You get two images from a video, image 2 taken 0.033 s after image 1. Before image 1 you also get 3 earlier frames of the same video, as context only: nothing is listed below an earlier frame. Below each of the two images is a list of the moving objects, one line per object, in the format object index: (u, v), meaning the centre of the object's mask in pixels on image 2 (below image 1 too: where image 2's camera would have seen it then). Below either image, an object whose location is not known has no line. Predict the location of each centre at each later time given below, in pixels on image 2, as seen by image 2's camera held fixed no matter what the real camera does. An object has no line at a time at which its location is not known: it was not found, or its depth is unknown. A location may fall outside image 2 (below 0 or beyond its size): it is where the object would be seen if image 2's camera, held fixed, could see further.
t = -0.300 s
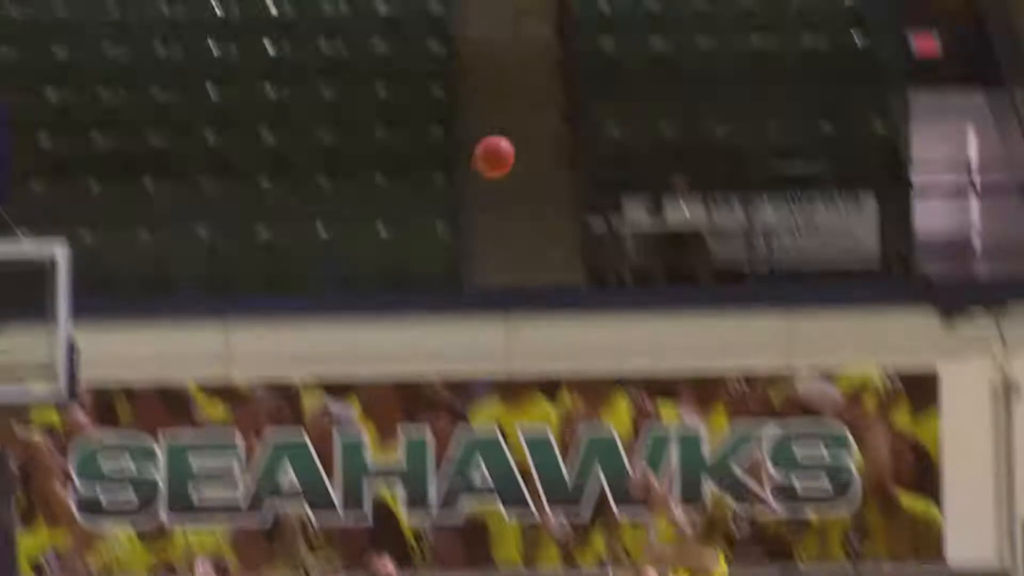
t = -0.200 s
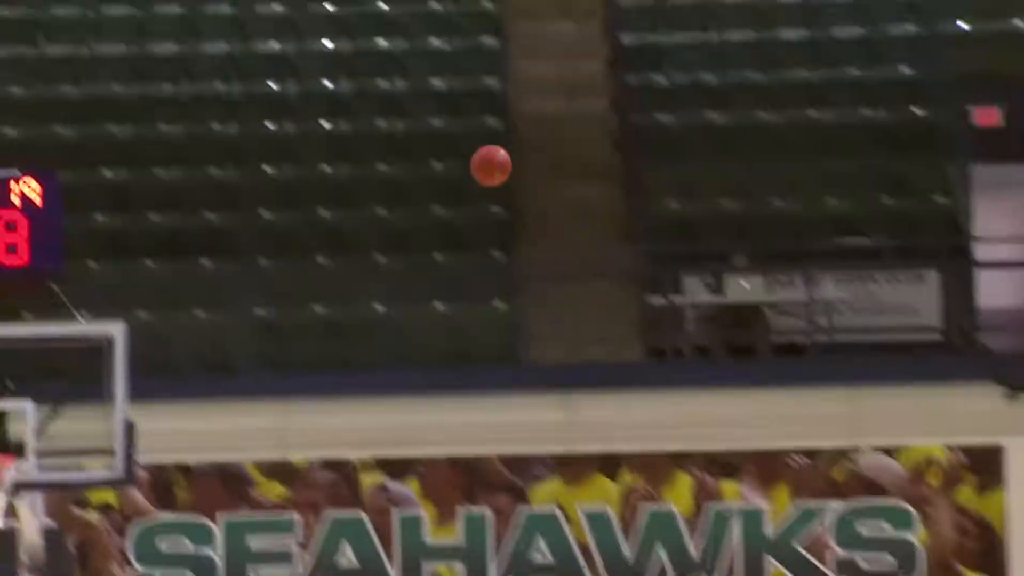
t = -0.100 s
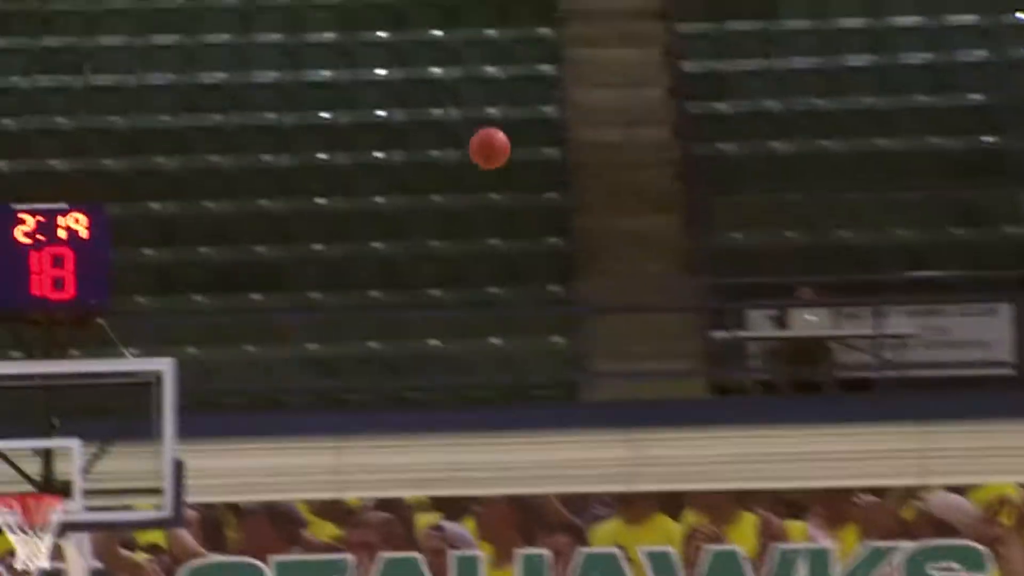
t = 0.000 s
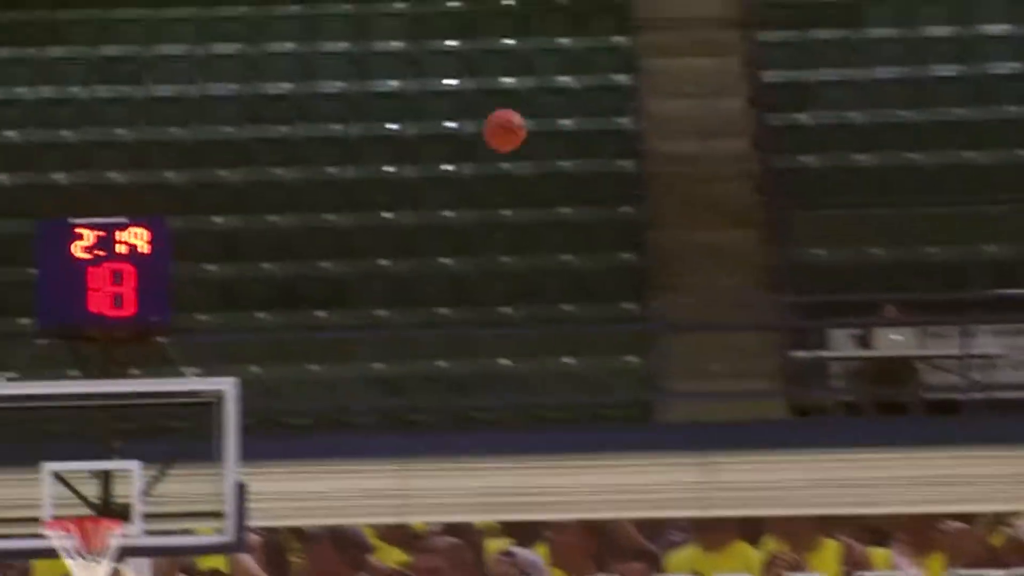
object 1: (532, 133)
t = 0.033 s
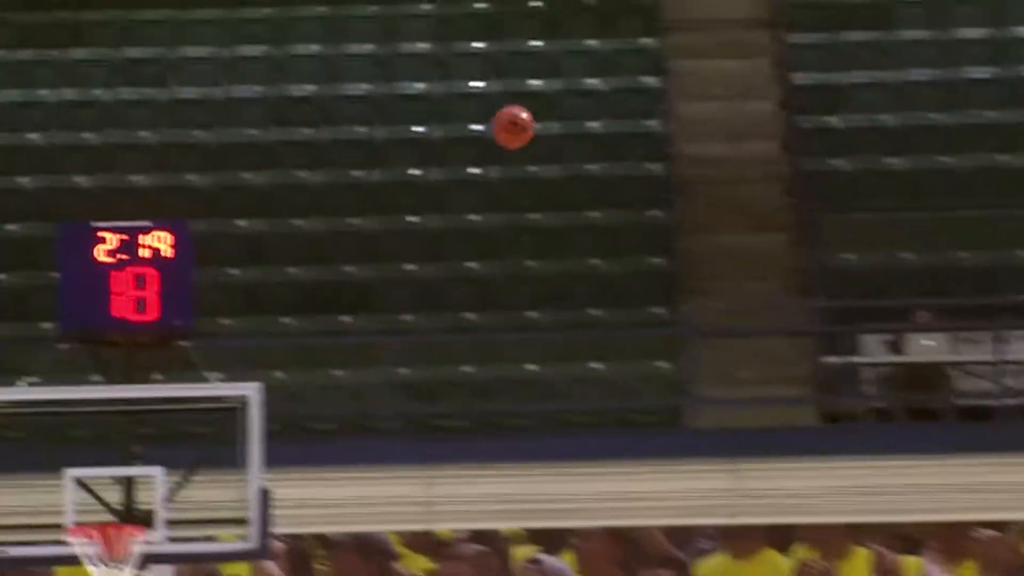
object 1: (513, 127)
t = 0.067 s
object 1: (495, 122)
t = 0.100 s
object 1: (477, 120)
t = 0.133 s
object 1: (459, 119)
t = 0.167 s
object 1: (443, 121)
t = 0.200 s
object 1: (426, 124)
